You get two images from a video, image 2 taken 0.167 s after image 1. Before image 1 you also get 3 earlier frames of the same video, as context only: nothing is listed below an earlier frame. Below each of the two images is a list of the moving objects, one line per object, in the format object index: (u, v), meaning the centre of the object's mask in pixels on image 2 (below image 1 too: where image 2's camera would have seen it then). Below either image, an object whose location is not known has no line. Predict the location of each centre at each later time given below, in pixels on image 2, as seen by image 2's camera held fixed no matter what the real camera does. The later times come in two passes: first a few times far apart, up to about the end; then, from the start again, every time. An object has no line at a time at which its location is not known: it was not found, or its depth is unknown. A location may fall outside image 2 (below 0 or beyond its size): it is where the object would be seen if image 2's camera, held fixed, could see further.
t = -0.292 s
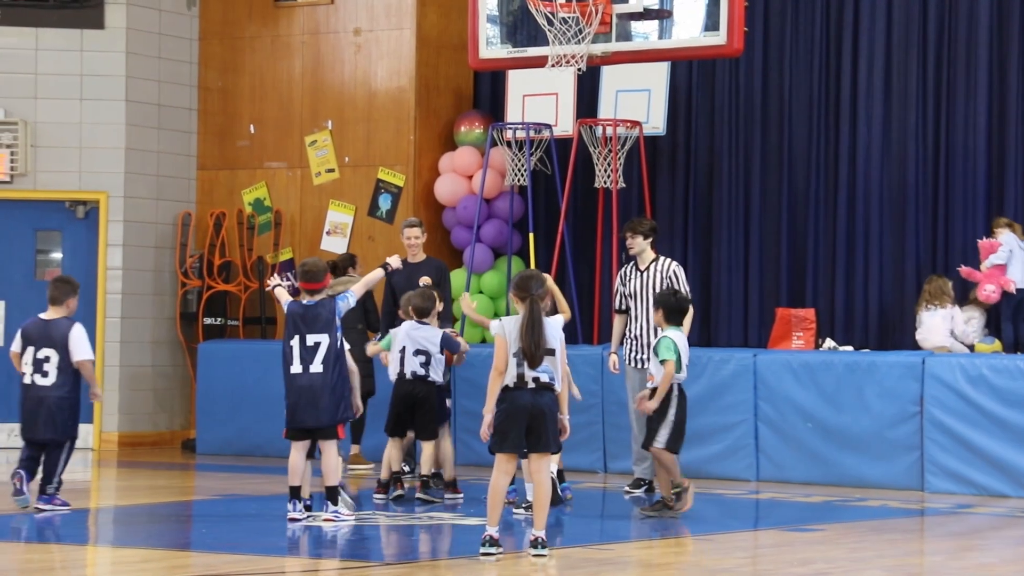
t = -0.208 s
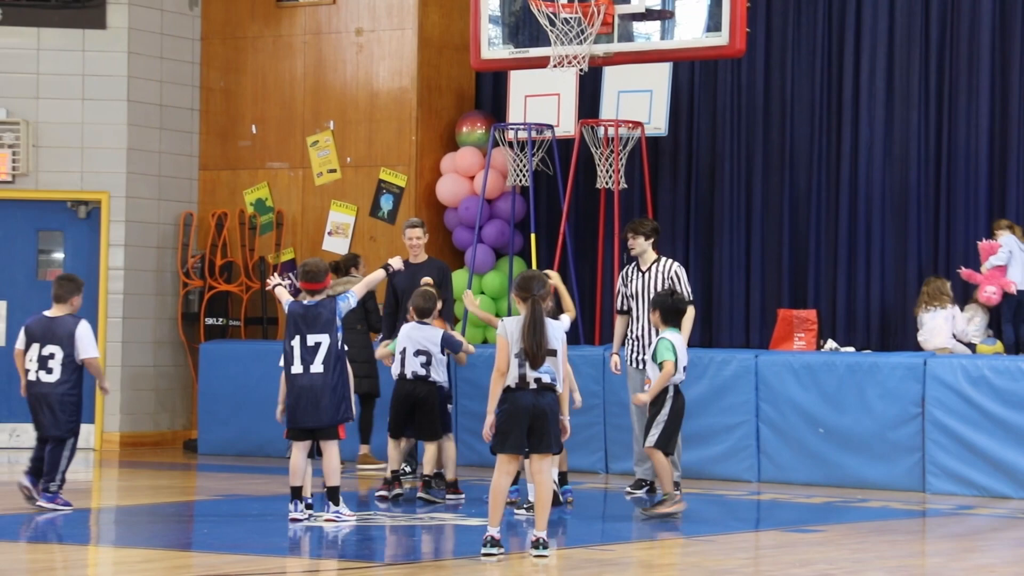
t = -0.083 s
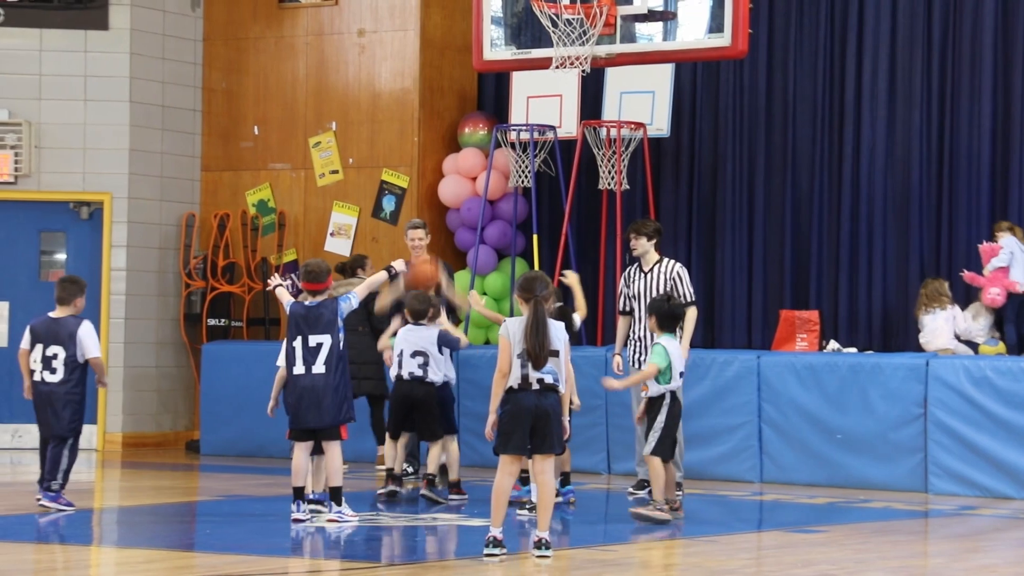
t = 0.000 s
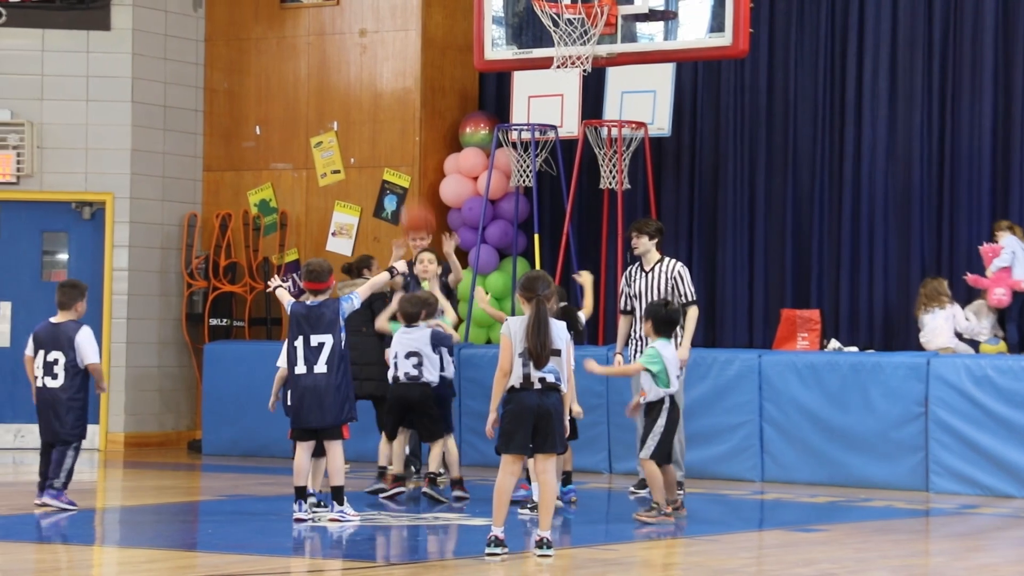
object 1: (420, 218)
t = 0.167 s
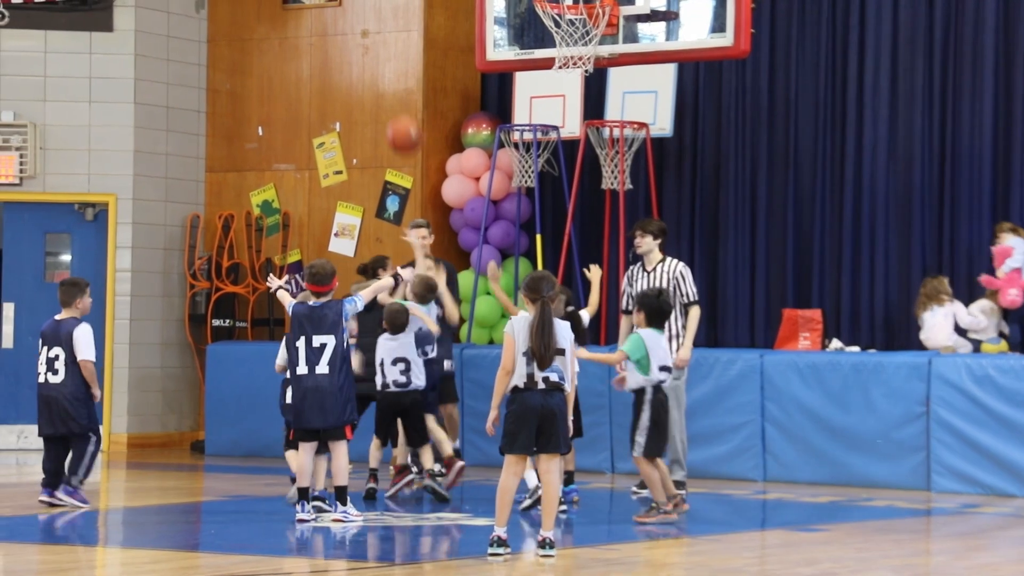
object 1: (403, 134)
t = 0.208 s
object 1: (400, 119)
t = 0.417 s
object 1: (378, 80)
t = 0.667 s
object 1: (345, 126)
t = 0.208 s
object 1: (400, 119)
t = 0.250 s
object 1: (396, 106)
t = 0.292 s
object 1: (392, 96)
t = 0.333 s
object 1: (387, 88)
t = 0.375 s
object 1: (383, 83)
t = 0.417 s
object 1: (378, 80)
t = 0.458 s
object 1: (372, 80)
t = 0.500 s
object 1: (367, 83)
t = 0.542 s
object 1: (362, 90)
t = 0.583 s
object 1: (356, 99)
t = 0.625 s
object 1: (350, 111)
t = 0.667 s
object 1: (345, 126)
